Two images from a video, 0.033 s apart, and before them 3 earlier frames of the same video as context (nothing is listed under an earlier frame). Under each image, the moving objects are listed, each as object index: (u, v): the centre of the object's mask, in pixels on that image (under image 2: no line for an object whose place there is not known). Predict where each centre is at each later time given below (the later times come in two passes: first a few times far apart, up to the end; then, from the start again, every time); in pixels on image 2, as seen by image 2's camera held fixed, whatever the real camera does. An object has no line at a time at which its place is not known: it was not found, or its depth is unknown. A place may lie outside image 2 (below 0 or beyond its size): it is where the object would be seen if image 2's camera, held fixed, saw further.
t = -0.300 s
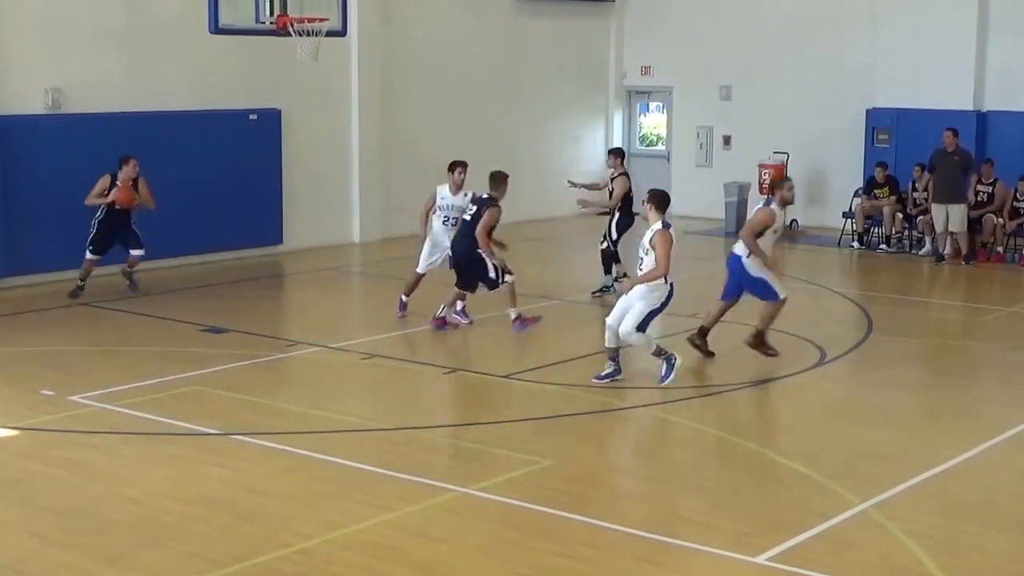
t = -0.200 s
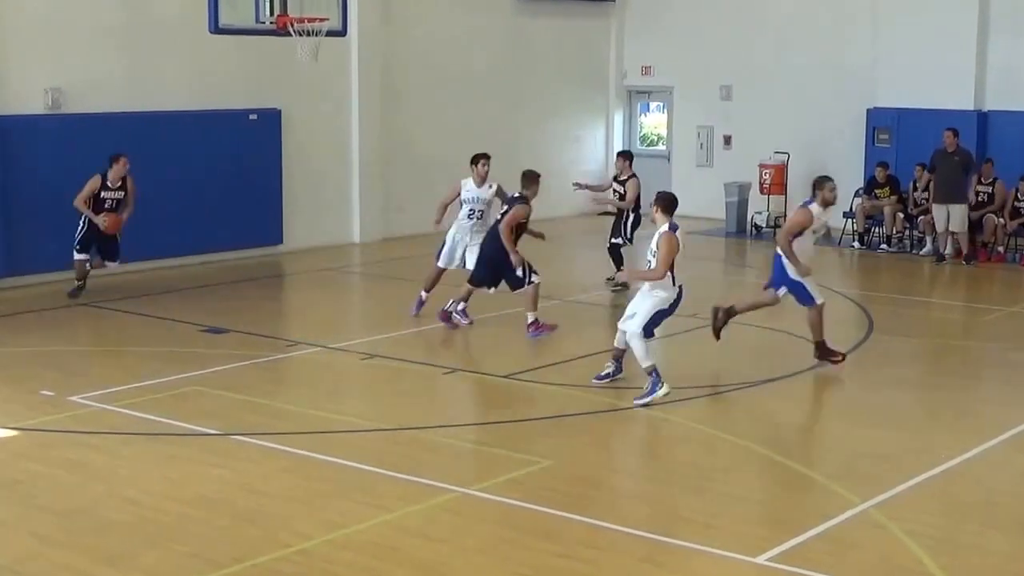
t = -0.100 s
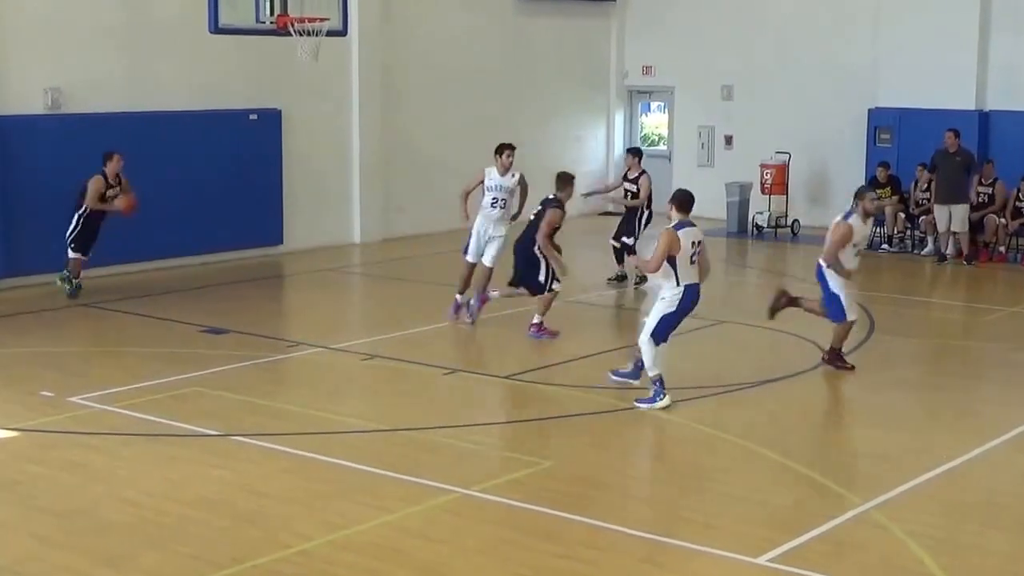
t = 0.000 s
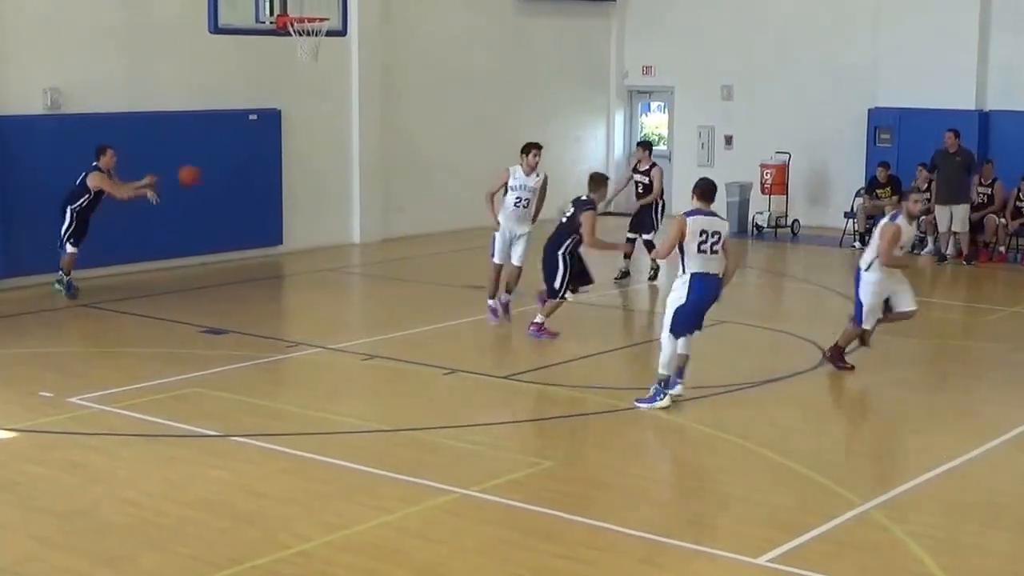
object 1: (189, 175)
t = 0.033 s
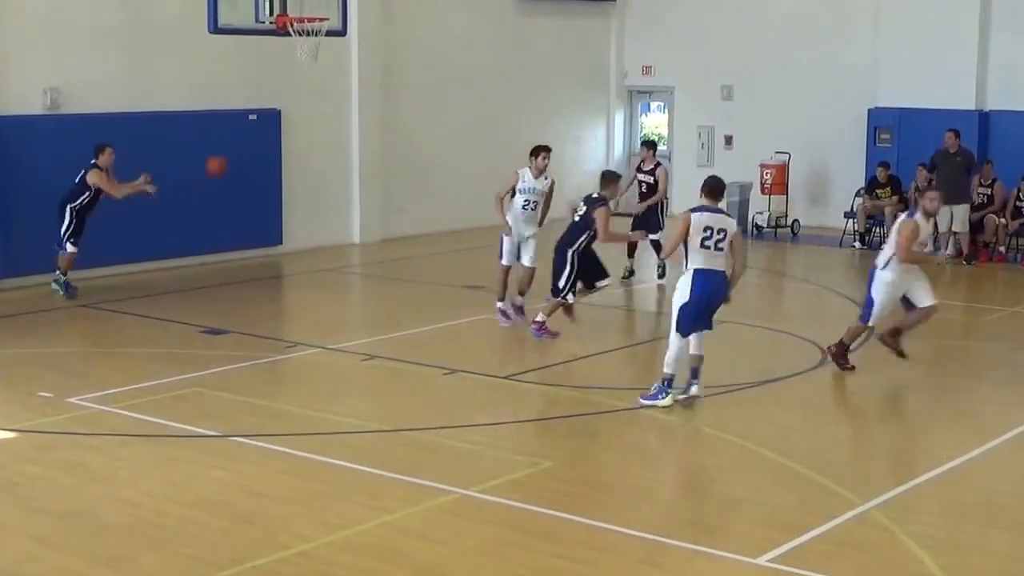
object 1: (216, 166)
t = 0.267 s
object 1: (400, 130)
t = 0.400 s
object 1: (497, 128)
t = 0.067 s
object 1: (243, 158)
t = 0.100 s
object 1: (268, 151)
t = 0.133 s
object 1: (297, 145)
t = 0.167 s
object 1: (323, 140)
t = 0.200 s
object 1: (349, 136)
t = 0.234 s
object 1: (375, 132)
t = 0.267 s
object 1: (400, 130)
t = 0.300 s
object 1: (425, 128)
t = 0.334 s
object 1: (450, 127)
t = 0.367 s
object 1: (474, 128)
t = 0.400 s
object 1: (497, 128)
